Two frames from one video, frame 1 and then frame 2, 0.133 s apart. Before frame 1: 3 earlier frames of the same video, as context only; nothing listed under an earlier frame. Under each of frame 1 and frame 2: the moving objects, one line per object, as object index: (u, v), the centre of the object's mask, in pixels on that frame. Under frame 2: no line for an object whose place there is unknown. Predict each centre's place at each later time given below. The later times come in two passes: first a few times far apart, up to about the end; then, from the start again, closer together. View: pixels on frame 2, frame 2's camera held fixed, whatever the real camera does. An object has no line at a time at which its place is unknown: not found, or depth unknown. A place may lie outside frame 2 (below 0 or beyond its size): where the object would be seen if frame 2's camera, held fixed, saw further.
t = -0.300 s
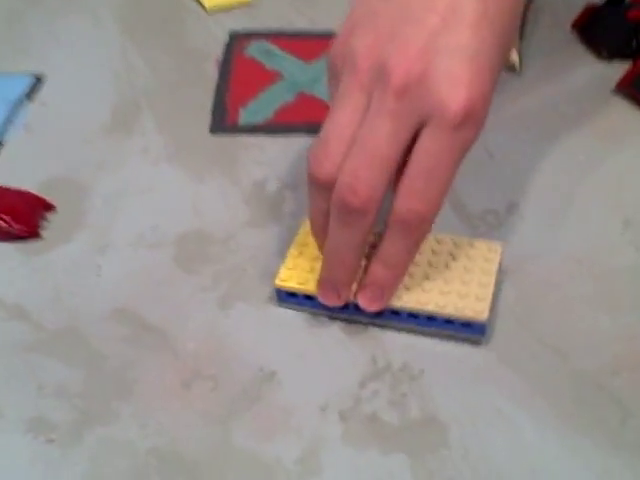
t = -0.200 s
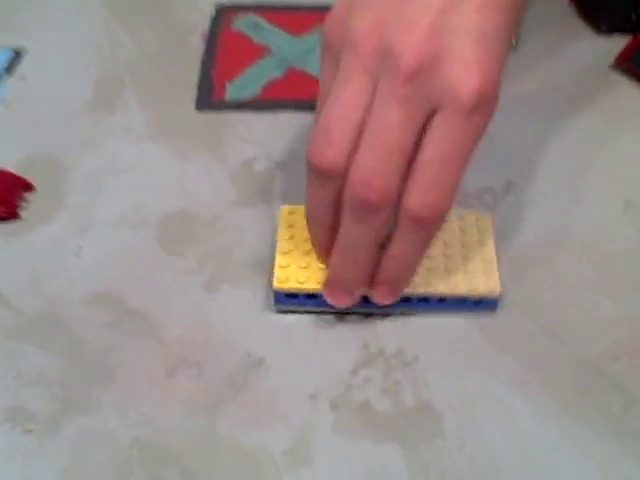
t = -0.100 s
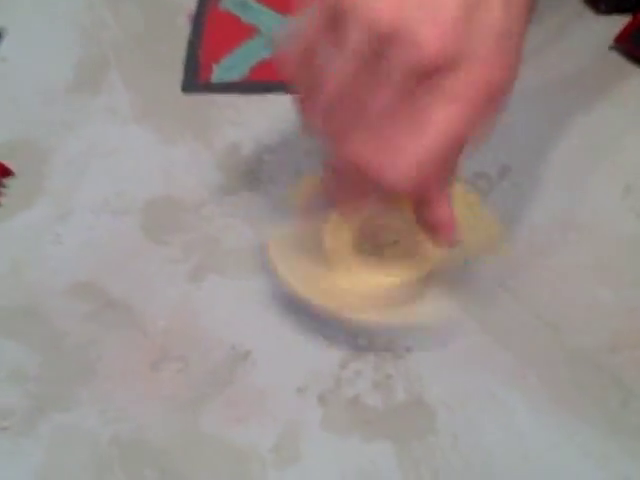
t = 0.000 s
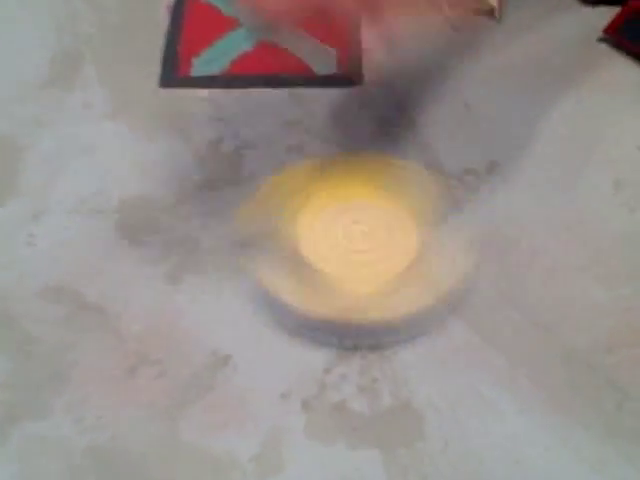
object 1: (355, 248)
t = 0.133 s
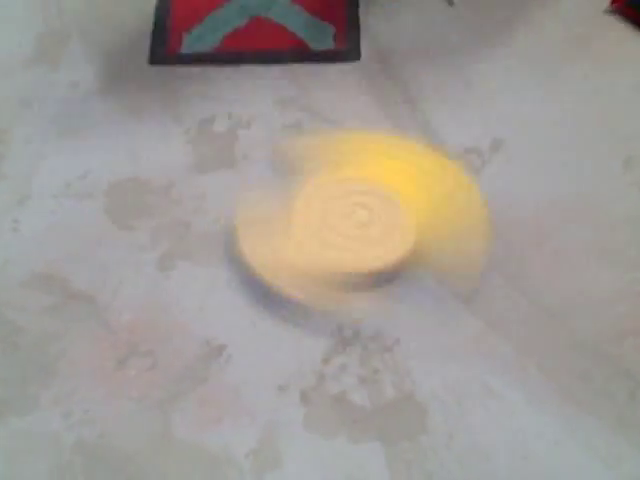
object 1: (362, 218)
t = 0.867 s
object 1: (374, 231)
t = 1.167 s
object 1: (395, 223)
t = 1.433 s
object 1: (406, 240)
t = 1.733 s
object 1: (444, 227)
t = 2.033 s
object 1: (443, 224)
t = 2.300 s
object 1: (453, 230)
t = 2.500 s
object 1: (458, 221)
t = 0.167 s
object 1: (357, 246)
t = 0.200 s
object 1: (347, 226)
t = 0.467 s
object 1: (355, 224)
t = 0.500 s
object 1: (371, 217)
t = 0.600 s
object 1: (361, 222)
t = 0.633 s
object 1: (379, 216)
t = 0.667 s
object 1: (379, 232)
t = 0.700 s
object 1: (365, 225)
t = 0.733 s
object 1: (367, 223)
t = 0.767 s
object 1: (383, 218)
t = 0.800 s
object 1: (386, 240)
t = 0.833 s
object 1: (375, 226)
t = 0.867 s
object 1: (374, 231)
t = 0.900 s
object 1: (383, 215)
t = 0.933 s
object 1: (402, 227)
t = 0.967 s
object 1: (378, 239)
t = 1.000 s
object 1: (383, 223)
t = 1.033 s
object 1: (386, 225)
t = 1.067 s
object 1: (406, 222)
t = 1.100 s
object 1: (398, 242)
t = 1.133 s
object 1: (393, 224)
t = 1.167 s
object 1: (395, 223)
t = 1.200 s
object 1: (402, 219)
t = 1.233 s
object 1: (417, 227)
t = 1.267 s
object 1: (399, 240)
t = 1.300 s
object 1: (402, 224)
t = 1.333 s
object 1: (402, 230)
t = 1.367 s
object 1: (418, 216)
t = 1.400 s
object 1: (429, 230)
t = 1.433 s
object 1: (406, 240)
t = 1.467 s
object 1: (413, 224)
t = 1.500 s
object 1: (414, 231)
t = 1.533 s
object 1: (426, 215)
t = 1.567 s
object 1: (435, 232)
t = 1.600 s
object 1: (416, 244)
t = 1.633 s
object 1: (418, 225)
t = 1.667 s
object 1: (426, 226)
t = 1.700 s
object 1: (425, 228)
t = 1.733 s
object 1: (444, 227)
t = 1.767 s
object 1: (441, 244)
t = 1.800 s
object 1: (421, 234)
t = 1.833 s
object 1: (432, 226)
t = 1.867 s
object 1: (437, 232)
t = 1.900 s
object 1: (442, 219)
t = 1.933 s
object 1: (452, 229)
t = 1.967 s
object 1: (448, 243)
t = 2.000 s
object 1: (432, 231)
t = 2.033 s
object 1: (443, 224)
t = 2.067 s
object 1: (446, 230)
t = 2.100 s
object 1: (445, 225)
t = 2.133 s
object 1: (459, 223)
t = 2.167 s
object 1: (462, 235)
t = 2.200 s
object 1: (442, 238)
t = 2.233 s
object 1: (448, 223)
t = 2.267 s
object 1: (454, 224)
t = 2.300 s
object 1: (453, 230)
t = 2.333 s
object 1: (453, 221)
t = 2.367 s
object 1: (465, 223)
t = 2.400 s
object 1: (466, 235)
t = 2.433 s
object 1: (450, 238)
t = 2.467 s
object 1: (450, 223)
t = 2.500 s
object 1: (458, 221)
